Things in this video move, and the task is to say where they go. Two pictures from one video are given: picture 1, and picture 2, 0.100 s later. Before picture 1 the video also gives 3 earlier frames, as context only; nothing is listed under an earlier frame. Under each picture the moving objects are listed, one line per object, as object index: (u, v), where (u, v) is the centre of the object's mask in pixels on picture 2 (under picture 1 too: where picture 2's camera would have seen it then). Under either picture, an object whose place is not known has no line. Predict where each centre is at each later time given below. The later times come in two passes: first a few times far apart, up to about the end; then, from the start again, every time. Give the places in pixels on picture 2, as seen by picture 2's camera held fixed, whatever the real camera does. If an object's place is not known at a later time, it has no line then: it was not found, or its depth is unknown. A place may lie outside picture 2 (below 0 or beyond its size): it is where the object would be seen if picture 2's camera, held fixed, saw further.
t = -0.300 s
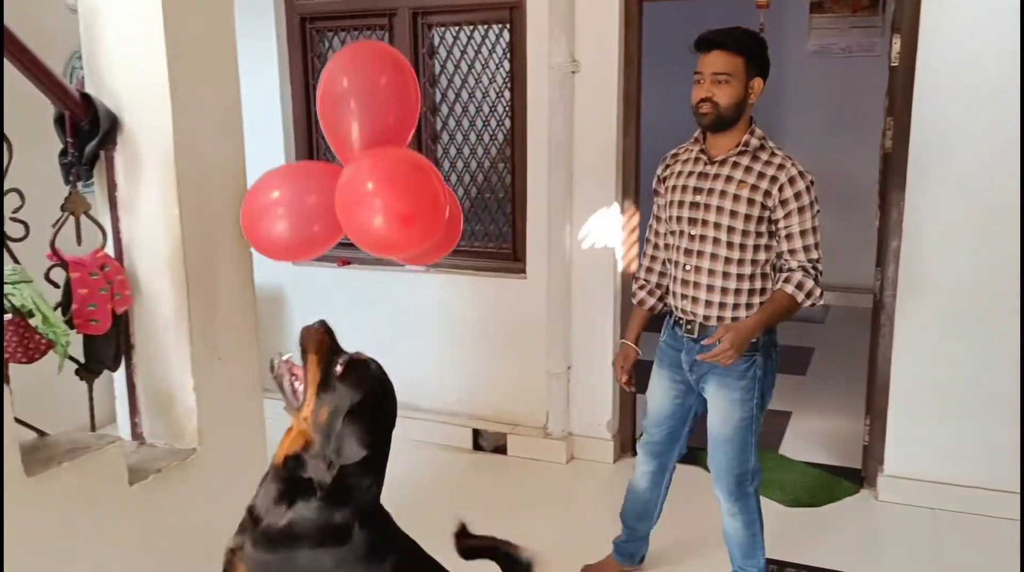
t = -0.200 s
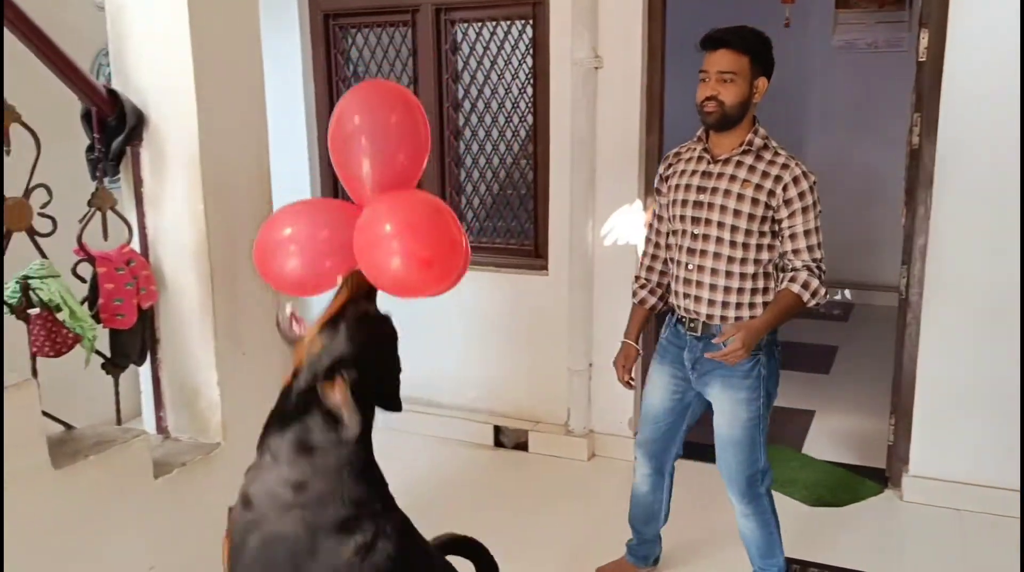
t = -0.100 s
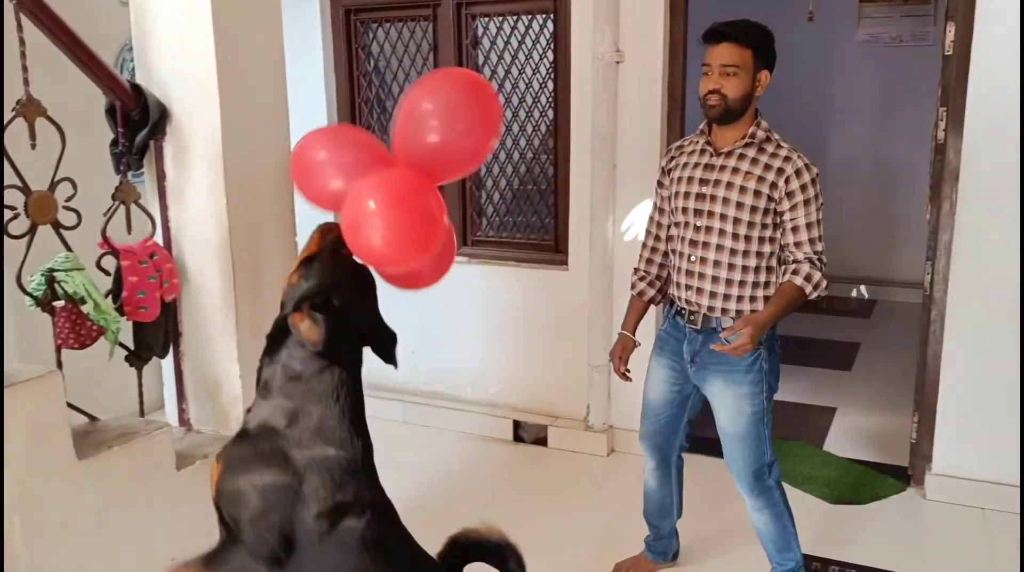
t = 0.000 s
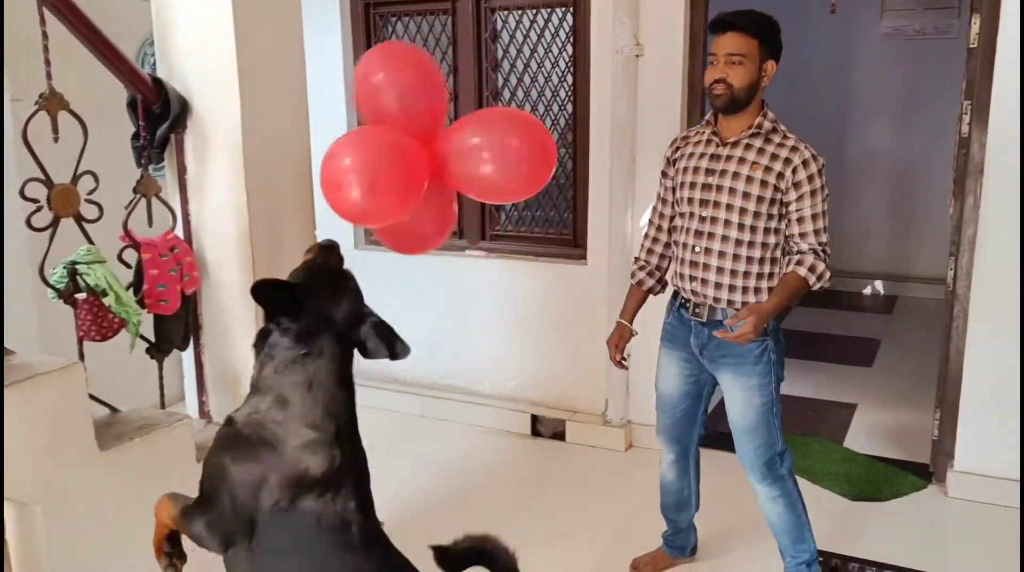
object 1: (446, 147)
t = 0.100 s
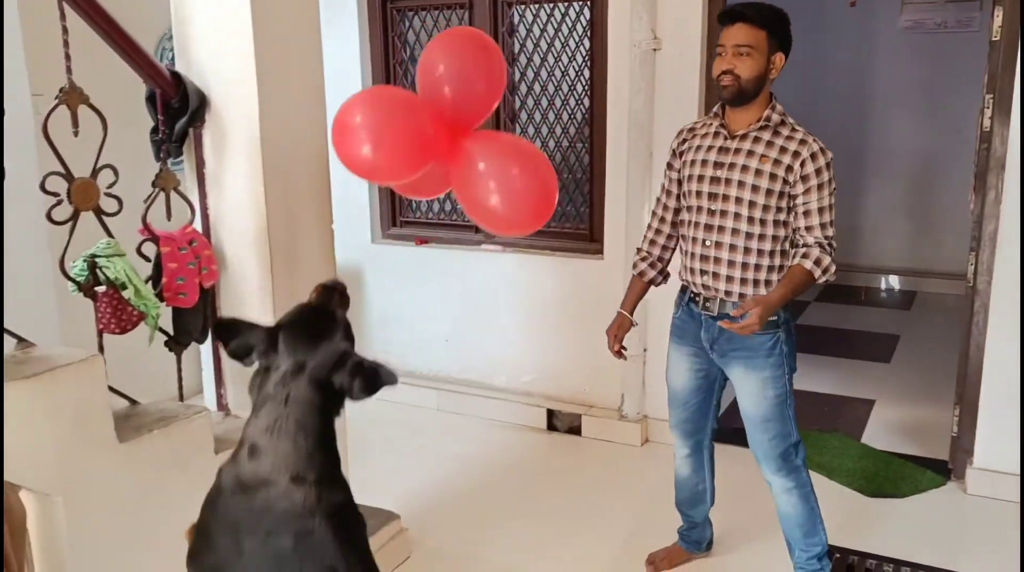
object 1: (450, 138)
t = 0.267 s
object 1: (451, 134)
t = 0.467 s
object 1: (453, 143)
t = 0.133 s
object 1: (450, 132)
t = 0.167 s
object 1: (451, 129)
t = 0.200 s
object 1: (454, 131)
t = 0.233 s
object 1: (453, 134)
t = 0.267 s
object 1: (451, 134)
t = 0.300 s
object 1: (451, 133)
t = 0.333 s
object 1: (452, 134)
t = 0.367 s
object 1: (453, 136)
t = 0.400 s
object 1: (454, 139)
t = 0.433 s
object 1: (454, 141)
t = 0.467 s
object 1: (453, 143)
